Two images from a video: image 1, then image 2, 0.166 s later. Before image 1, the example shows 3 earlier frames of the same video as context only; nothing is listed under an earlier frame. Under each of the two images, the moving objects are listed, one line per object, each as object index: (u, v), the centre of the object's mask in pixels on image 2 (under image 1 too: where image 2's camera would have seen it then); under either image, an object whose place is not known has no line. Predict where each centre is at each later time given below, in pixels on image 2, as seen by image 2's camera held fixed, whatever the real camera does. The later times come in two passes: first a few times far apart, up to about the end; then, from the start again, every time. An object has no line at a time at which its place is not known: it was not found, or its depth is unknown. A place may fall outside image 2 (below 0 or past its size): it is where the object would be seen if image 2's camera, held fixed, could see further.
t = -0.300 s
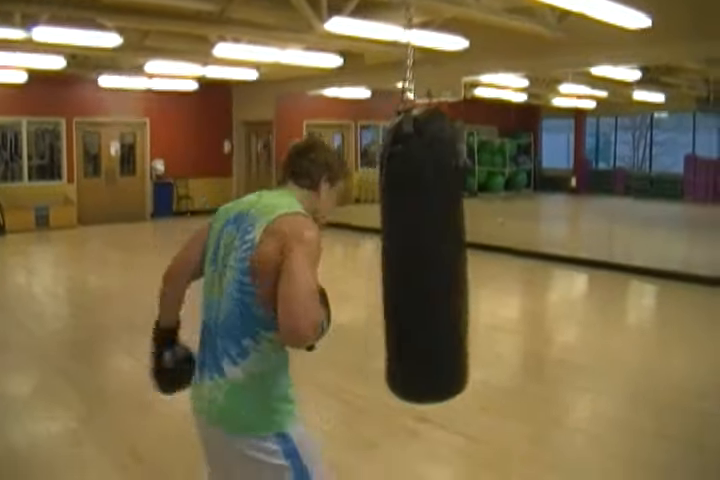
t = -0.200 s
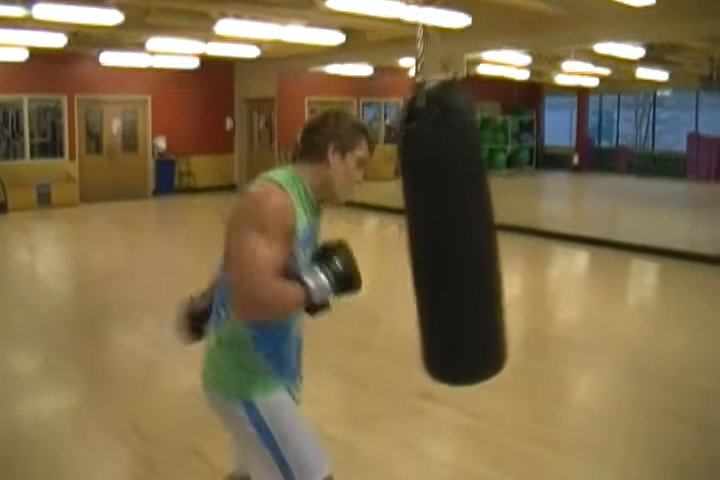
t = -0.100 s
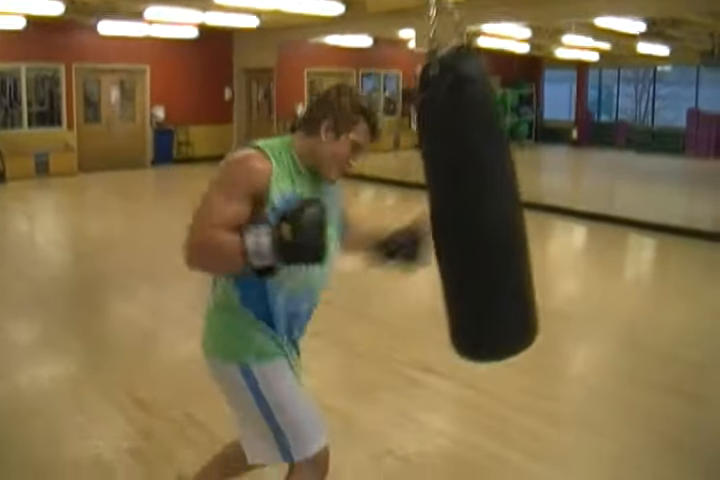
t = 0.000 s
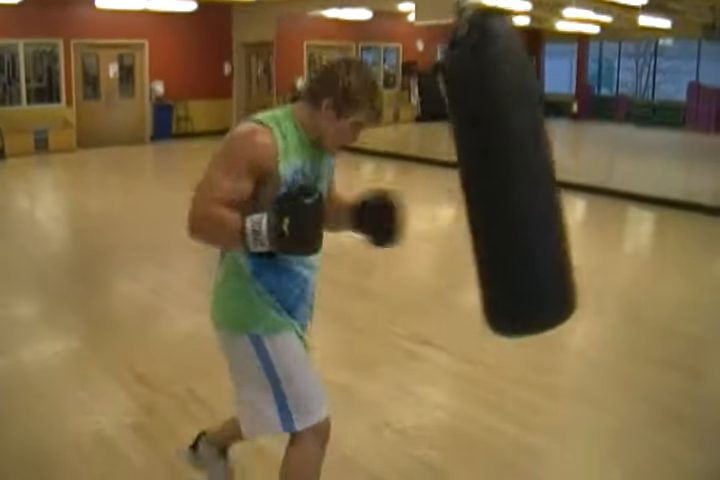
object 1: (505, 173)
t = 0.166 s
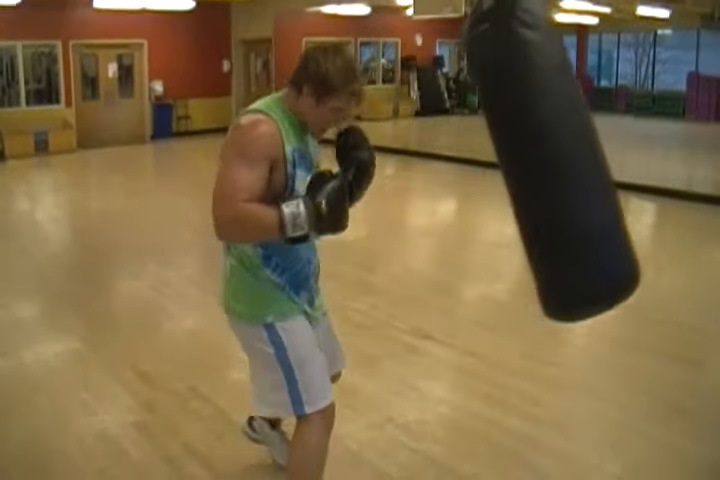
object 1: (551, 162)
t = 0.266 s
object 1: (567, 157)
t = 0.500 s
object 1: (561, 164)
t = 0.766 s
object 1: (482, 181)
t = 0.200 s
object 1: (556, 161)
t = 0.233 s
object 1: (562, 159)
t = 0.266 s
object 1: (567, 157)
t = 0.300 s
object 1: (569, 158)
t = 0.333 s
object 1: (572, 157)
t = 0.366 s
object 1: (570, 157)
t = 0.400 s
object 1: (569, 158)
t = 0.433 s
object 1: (567, 161)
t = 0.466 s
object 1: (565, 163)
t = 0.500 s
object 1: (561, 164)
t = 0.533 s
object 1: (554, 166)
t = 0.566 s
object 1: (547, 168)
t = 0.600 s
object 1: (538, 170)
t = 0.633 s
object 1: (528, 172)
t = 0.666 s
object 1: (518, 173)
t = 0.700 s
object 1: (506, 174)
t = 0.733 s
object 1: (494, 176)
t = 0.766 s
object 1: (482, 181)
